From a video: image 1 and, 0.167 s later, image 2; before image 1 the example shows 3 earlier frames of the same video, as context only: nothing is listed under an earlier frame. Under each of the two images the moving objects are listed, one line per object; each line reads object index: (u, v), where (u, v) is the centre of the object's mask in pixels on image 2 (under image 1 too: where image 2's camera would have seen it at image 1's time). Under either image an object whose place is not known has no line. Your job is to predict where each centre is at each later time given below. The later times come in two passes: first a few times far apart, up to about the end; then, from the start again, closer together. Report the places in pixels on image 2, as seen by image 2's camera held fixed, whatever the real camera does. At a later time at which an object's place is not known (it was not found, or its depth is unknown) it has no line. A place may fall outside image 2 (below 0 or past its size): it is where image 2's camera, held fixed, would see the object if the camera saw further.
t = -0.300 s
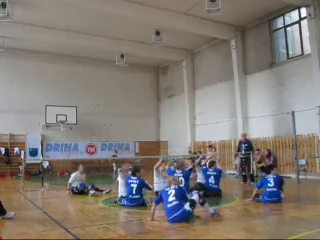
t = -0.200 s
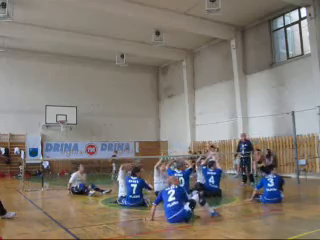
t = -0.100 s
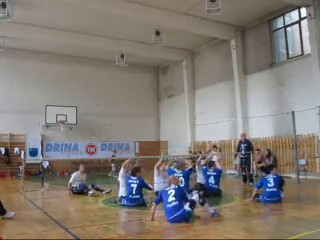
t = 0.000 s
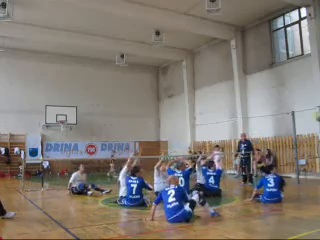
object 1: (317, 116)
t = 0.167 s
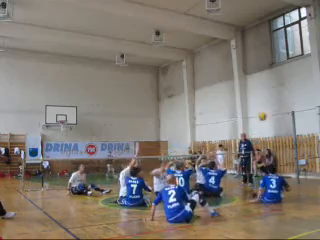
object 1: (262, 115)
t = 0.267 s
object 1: (236, 121)
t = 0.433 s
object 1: (200, 133)
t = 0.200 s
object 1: (252, 117)
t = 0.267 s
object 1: (236, 121)
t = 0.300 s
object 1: (228, 122)
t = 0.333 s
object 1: (220, 124)
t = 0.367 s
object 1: (213, 127)
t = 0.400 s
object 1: (206, 130)
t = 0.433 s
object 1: (200, 133)
